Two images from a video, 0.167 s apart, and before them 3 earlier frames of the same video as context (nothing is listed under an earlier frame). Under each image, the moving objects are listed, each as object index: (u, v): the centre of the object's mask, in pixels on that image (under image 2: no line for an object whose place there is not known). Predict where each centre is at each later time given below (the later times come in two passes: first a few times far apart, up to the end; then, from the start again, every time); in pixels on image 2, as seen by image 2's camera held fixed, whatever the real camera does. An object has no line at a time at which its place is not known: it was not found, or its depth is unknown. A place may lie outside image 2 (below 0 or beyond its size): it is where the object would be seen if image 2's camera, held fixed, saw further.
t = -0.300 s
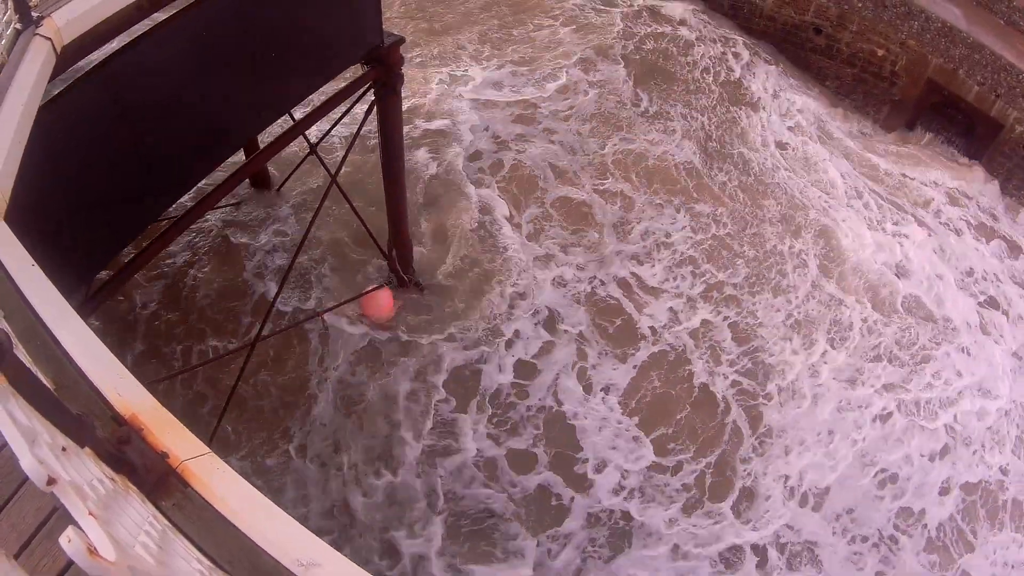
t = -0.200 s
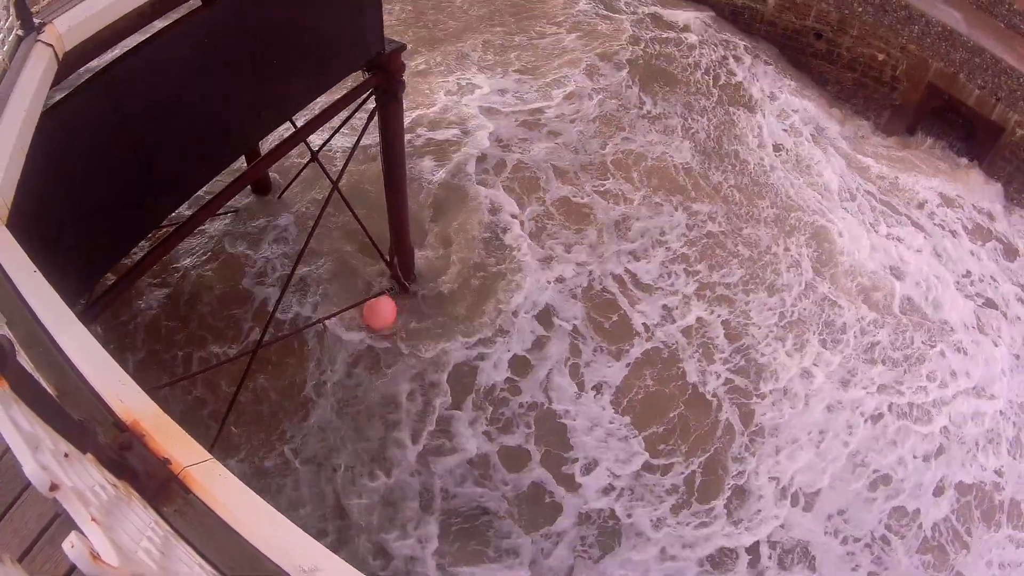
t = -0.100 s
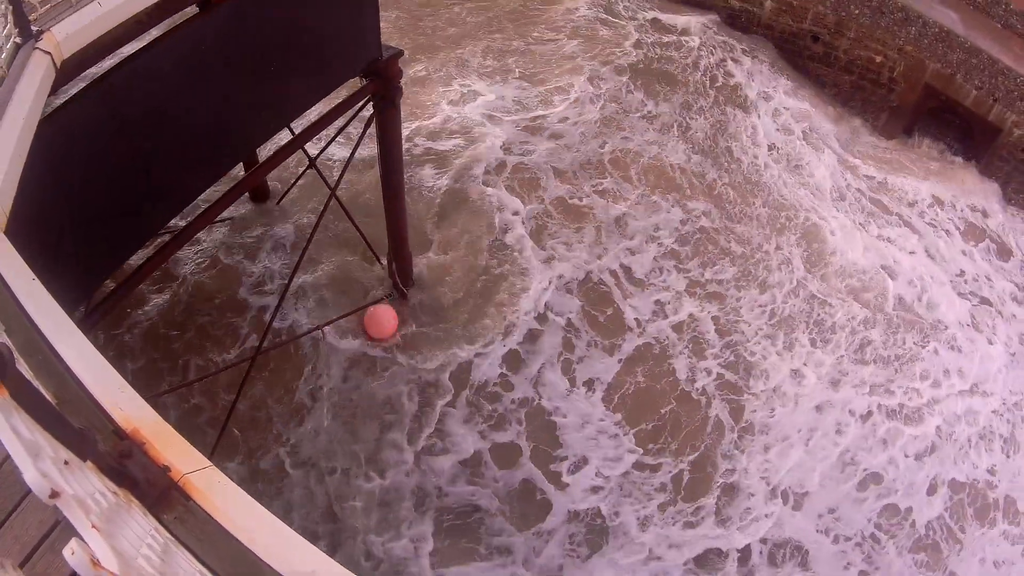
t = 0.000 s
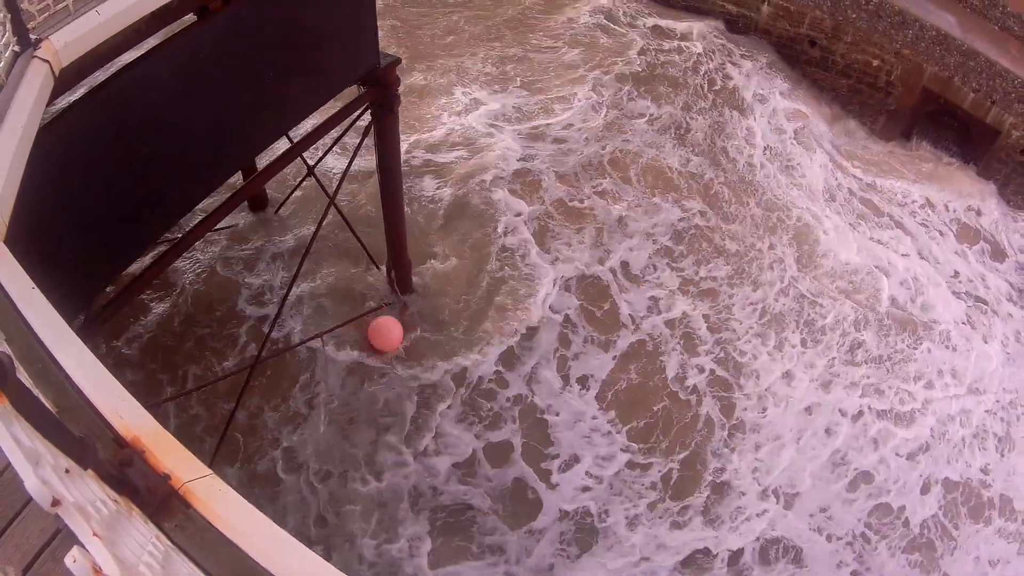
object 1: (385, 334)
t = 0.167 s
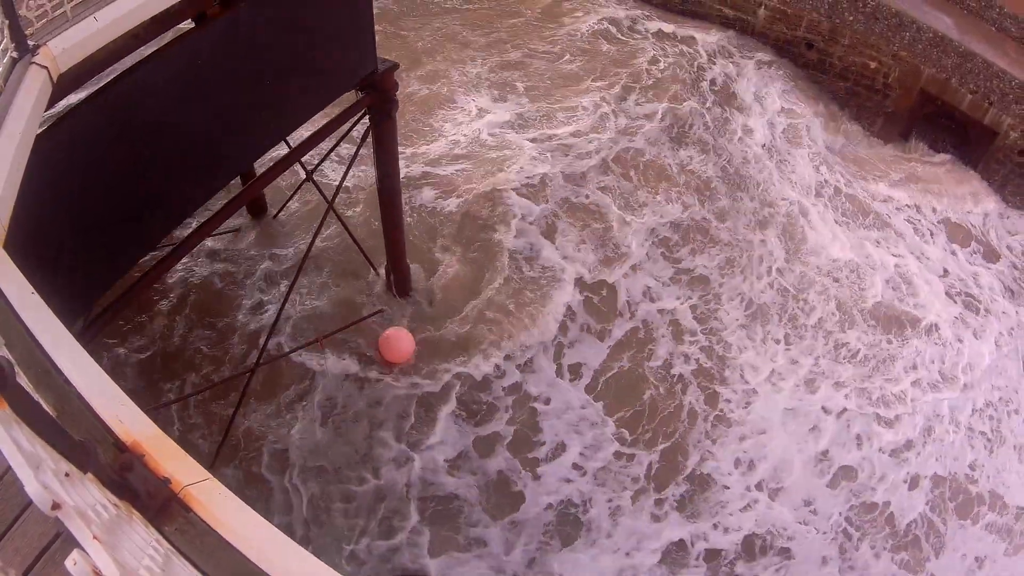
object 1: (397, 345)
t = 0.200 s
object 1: (399, 346)
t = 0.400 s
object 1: (415, 351)
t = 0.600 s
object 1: (427, 347)
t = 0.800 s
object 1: (434, 343)
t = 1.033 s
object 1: (439, 337)
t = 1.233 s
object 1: (443, 334)
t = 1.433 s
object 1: (450, 334)
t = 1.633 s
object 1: (458, 337)
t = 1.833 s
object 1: (462, 336)
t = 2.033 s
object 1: (461, 339)
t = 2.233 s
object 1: (461, 347)
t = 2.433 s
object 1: (469, 357)
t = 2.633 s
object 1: (472, 357)
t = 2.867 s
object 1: (472, 350)
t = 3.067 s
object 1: (470, 344)
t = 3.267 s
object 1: (464, 336)
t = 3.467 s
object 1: (458, 334)
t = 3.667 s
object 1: (452, 336)
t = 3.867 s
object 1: (445, 336)
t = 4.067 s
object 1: (435, 336)
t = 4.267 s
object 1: (426, 342)
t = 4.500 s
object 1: (416, 351)
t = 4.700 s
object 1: (404, 352)
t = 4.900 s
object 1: (389, 355)
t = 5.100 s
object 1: (379, 352)
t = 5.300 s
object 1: (379, 348)
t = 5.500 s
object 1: (384, 345)
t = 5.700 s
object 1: (387, 343)
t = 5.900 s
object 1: (393, 341)
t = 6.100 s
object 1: (398, 342)
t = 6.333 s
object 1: (406, 342)
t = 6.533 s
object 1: (412, 344)
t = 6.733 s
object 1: (418, 346)
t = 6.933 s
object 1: (422, 349)
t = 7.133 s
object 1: (424, 352)
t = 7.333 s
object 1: (422, 354)
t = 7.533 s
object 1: (418, 357)
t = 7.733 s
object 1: (412, 361)
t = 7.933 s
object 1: (403, 361)
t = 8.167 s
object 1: (394, 361)
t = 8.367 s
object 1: (387, 361)
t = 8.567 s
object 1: (389, 359)
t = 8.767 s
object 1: (398, 354)
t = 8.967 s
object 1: (416, 350)
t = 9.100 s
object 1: (435, 346)
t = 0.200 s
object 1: (399, 346)
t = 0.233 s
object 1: (401, 348)
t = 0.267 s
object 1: (404, 349)
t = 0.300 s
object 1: (406, 351)
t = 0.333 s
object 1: (409, 352)
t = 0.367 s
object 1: (412, 352)
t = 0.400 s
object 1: (415, 351)
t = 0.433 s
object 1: (419, 350)
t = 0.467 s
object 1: (420, 349)
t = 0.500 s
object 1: (421, 348)
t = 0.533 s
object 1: (424, 348)
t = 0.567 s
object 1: (426, 347)
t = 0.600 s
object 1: (427, 347)
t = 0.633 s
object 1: (429, 346)
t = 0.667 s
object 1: (430, 346)
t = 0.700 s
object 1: (431, 345)
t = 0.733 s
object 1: (432, 345)
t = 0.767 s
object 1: (433, 344)
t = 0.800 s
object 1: (434, 343)
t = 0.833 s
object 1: (434, 342)
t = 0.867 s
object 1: (435, 341)
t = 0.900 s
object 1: (436, 340)
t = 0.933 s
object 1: (437, 338)
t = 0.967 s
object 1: (438, 337)
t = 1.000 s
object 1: (438, 337)
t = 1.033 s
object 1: (439, 337)
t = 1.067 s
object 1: (440, 336)
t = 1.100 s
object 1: (441, 335)
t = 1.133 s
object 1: (441, 336)
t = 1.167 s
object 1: (443, 335)
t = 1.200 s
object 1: (443, 334)
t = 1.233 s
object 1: (443, 334)
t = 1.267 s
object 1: (445, 334)
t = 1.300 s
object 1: (446, 334)
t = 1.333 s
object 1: (447, 334)
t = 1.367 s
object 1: (448, 333)
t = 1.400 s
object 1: (449, 334)
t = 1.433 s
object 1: (450, 334)
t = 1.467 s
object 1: (451, 334)
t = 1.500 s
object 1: (452, 335)
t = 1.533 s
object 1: (454, 335)
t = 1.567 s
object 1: (455, 336)
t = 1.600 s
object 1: (456, 336)
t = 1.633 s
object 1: (458, 337)
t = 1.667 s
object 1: (459, 336)
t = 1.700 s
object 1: (459, 336)
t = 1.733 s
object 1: (461, 337)
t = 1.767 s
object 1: (461, 336)
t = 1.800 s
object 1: (462, 336)
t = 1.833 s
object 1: (462, 336)
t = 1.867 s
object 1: (462, 336)
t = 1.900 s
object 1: (462, 336)
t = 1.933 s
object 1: (462, 336)
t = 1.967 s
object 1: (462, 337)
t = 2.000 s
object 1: (462, 338)
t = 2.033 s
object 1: (461, 339)
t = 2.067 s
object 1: (460, 340)
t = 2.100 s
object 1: (461, 340)
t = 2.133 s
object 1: (461, 342)
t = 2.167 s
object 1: (461, 344)
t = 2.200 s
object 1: (461, 345)
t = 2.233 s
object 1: (461, 347)
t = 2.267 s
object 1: (462, 348)
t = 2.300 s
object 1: (463, 349)
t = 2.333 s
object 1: (464, 351)
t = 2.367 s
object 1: (465, 353)
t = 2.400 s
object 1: (468, 354)
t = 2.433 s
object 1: (469, 357)
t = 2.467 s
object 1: (470, 358)
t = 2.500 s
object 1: (471, 359)
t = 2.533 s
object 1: (471, 359)
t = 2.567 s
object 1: (471, 358)
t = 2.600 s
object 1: (471, 358)
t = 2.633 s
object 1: (472, 357)
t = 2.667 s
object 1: (472, 355)
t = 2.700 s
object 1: (472, 355)
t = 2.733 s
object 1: (472, 354)
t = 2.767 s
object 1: (472, 353)
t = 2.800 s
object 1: (472, 352)
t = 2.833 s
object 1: (472, 351)
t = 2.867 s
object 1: (472, 350)
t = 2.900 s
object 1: (472, 349)
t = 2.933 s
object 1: (472, 349)
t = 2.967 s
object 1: (471, 348)
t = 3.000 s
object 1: (470, 346)
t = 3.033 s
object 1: (470, 345)
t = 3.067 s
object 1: (470, 344)
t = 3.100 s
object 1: (468, 342)
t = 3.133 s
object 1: (468, 341)
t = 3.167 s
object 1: (467, 341)
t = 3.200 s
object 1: (466, 339)
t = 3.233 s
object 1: (465, 338)
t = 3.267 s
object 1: (464, 336)
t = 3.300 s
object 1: (464, 336)
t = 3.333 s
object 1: (462, 334)
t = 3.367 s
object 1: (461, 334)
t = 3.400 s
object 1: (460, 334)
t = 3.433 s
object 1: (459, 334)
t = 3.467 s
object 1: (458, 334)
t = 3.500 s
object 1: (457, 334)
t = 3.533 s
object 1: (456, 335)
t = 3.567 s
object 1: (456, 335)
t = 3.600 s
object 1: (454, 336)
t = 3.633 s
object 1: (453, 336)
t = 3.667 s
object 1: (452, 336)
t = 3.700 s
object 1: (451, 336)
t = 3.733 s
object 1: (450, 336)
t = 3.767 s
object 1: (449, 335)
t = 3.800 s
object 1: (447, 335)
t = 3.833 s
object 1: (446, 335)
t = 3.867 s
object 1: (445, 336)
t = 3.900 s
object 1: (443, 336)
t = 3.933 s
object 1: (441, 336)
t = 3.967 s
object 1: (440, 336)
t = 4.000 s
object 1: (438, 336)
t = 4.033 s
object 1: (437, 336)
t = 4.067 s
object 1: (435, 336)
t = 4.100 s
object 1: (434, 336)
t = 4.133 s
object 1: (433, 337)
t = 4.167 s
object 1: (431, 337)
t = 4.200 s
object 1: (430, 339)
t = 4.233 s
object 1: (428, 340)
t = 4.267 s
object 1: (426, 342)
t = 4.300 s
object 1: (425, 344)
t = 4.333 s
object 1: (424, 345)
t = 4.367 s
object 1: (422, 347)
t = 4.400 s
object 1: (420, 348)
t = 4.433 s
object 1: (418, 350)
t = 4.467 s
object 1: (417, 351)
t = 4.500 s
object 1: (416, 351)
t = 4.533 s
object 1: (414, 351)
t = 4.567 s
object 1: (412, 352)
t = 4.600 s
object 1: (410, 352)
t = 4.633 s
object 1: (408, 352)
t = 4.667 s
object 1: (406, 352)
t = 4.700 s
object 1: (404, 352)
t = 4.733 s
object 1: (402, 352)
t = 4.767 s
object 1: (399, 353)
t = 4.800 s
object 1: (397, 353)
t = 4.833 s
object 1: (394, 354)
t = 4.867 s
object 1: (392, 354)
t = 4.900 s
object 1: (389, 355)
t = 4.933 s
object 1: (387, 355)
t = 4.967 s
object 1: (385, 355)
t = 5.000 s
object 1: (383, 354)
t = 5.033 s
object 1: (382, 354)
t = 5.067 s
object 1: (380, 353)
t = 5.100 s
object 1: (379, 352)
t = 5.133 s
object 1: (378, 352)
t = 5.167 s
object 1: (378, 351)
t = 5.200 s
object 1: (378, 350)
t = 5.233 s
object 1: (378, 349)
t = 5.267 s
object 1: (379, 348)
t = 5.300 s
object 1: (379, 348)
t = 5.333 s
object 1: (380, 347)
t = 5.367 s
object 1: (380, 346)
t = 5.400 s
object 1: (381, 346)
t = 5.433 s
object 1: (382, 346)
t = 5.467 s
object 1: (383, 346)
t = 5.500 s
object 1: (384, 345)
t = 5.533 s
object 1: (384, 345)
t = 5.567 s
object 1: (385, 344)
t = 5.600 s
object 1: (386, 344)
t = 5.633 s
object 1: (386, 344)
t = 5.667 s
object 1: (387, 343)
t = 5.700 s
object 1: (387, 343)
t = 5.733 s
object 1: (389, 342)
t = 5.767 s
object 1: (388, 342)
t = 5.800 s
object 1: (390, 341)
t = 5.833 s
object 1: (391, 341)
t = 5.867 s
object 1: (391, 341)
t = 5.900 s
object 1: (393, 341)
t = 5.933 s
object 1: (393, 341)
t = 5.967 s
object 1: (394, 341)
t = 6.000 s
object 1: (395, 341)
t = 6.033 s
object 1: (396, 341)
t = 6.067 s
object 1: (397, 341)
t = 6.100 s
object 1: (398, 342)
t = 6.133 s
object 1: (399, 342)
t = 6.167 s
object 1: (400, 342)
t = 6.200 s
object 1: (401, 342)
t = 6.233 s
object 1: (402, 342)
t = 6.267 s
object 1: (403, 342)
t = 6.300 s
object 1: (404, 343)
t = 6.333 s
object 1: (406, 342)
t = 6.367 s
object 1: (406, 343)
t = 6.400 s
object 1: (407, 343)
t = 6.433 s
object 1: (408, 343)
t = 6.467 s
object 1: (409, 343)
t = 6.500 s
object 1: (410, 344)
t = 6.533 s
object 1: (412, 344)
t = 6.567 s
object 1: (413, 344)
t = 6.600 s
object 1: (413, 345)
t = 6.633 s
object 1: (415, 345)
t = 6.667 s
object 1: (416, 345)
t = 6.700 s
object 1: (417, 346)
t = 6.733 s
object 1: (418, 346)
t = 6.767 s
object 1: (419, 347)
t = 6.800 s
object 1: (420, 347)
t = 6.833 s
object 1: (420, 348)
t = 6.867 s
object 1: (421, 348)
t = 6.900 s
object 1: (422, 349)
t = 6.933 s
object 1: (422, 349)
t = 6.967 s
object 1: (423, 350)
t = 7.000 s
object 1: (423, 350)
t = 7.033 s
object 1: (423, 351)
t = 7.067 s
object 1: (423, 351)
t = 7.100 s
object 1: (423, 352)
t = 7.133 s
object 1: (424, 352)
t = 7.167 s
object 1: (424, 352)
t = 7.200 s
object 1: (423, 352)
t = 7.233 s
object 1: (423, 352)
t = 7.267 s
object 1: (423, 353)
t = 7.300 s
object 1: (423, 353)
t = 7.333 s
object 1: (422, 354)
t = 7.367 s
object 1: (421, 354)
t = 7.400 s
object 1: (421, 354)
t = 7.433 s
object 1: (420, 355)
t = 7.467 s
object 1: (419, 356)
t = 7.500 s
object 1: (418, 356)
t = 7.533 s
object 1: (418, 357)
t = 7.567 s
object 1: (417, 358)
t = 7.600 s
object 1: (416, 359)
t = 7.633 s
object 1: (415, 359)
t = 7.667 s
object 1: (414, 360)
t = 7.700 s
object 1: (413, 361)
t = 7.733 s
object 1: (412, 361)
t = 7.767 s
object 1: (410, 361)
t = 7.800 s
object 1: (409, 362)
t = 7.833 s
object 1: (408, 362)
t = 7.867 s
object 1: (407, 362)
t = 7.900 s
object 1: (405, 362)
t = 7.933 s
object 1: (403, 361)
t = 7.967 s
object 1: (402, 361)
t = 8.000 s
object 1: (401, 361)
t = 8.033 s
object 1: (399, 361)
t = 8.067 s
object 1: (398, 361)
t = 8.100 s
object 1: (397, 361)
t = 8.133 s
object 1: (395, 361)
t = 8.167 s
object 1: (394, 361)
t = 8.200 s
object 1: (393, 361)
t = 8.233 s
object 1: (391, 361)
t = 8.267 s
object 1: (390, 361)
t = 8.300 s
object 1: (389, 361)
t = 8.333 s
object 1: (388, 361)
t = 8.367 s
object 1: (387, 361)
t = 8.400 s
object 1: (387, 361)
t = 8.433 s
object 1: (387, 362)
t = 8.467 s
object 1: (387, 361)
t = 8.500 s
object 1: (387, 360)
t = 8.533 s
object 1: (387, 360)
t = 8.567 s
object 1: (389, 359)
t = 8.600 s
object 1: (390, 358)
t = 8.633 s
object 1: (391, 357)
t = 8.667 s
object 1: (393, 356)
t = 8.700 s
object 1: (394, 355)
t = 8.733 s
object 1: (396, 355)
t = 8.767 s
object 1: (398, 354)
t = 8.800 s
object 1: (400, 353)
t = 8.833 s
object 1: (403, 352)
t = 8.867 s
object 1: (406, 352)
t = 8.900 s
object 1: (409, 351)
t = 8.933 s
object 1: (413, 351)
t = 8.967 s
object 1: (416, 350)
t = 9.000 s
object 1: (420, 349)
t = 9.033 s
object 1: (425, 349)
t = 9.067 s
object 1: (430, 347)
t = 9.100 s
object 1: (435, 346)
